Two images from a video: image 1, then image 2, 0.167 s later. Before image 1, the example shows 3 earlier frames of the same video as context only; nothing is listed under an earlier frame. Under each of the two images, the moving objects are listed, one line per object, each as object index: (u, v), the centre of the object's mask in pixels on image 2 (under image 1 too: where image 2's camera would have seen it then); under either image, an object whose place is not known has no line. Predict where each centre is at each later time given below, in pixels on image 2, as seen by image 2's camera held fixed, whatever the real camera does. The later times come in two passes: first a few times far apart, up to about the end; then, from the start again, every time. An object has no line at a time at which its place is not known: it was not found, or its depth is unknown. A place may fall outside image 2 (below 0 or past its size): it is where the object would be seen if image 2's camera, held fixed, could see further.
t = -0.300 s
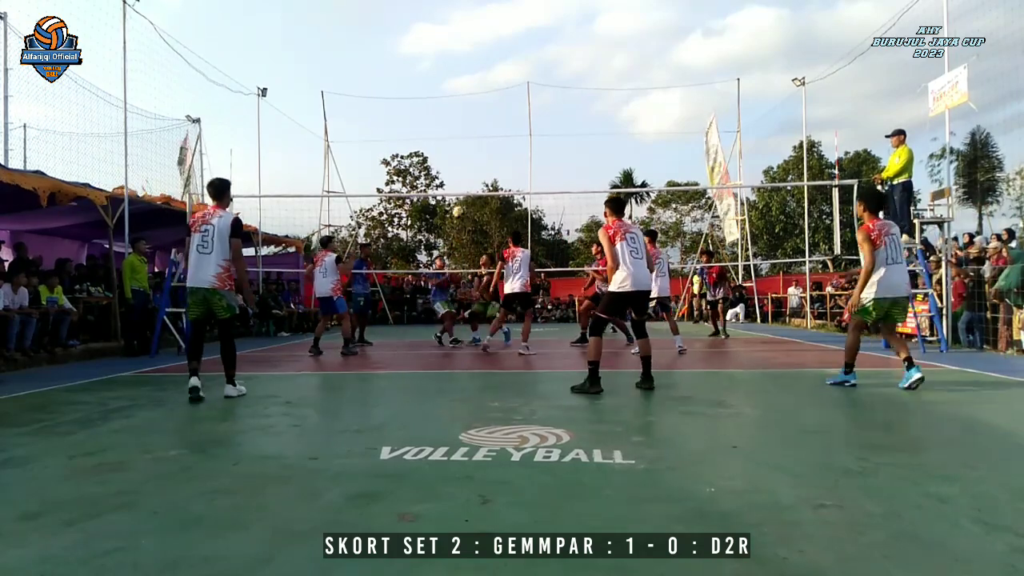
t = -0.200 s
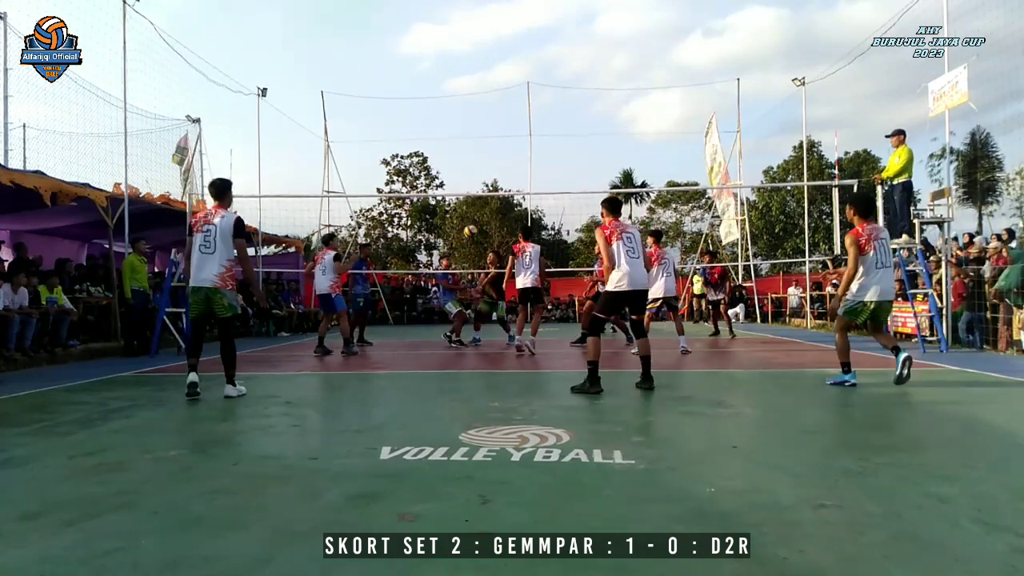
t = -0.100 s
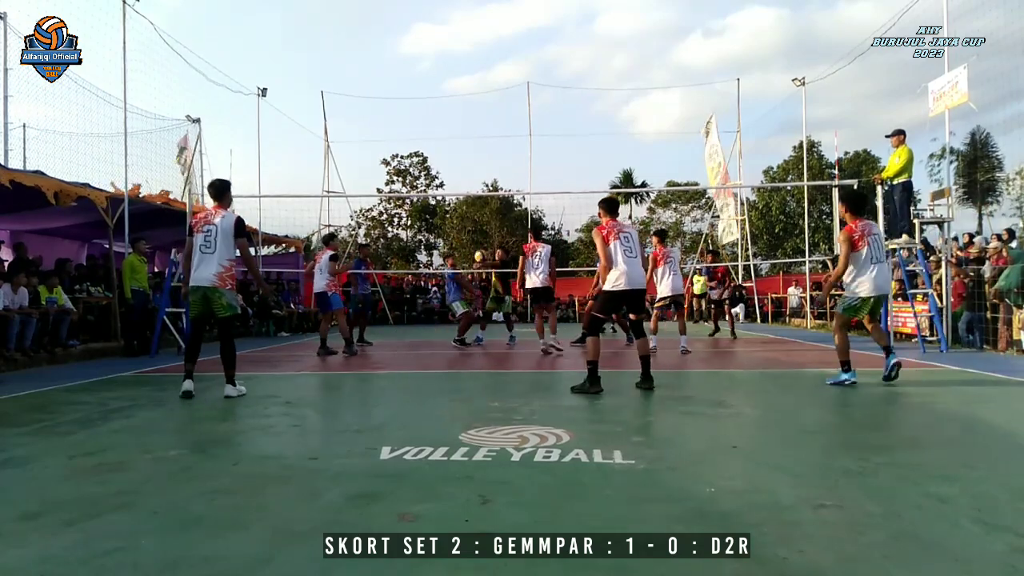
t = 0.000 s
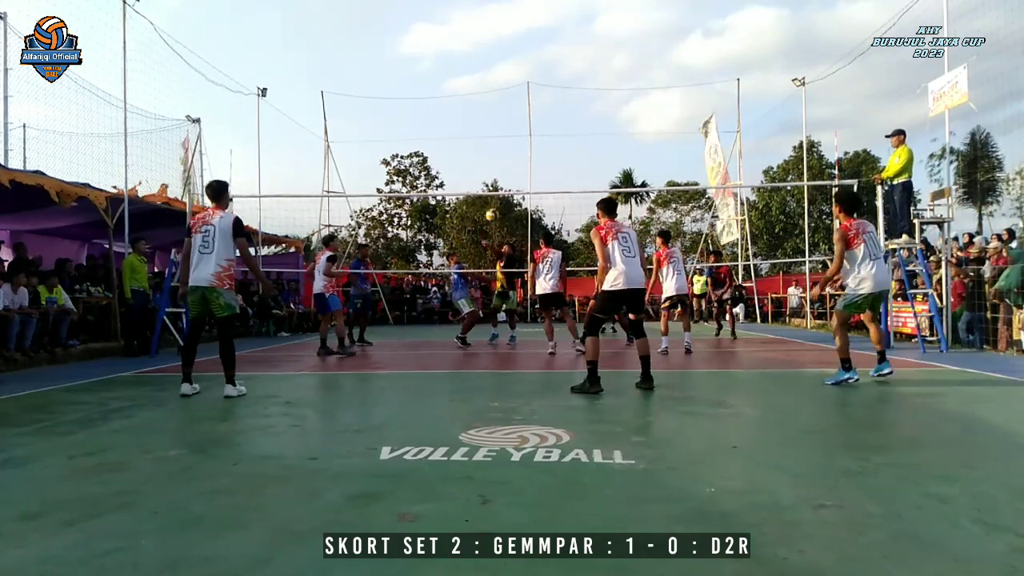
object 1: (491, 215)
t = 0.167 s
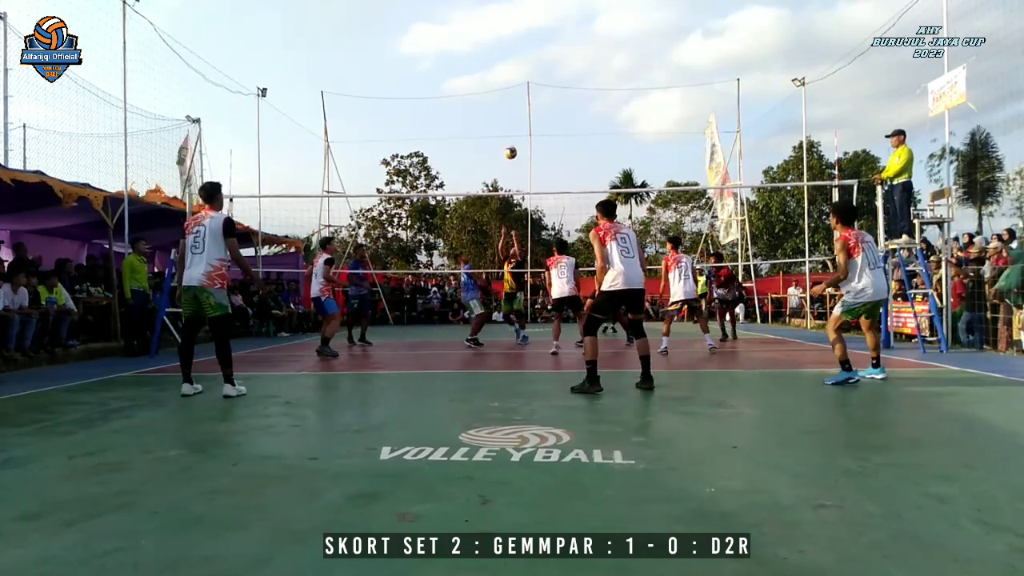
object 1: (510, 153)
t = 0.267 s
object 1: (521, 123)
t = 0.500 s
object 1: (545, 81)
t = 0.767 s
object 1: (571, 72)
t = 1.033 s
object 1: (596, 106)
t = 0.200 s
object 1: (514, 142)
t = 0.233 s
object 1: (517, 132)
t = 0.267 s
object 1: (521, 123)
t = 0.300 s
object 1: (524, 115)
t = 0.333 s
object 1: (528, 108)
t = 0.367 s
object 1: (531, 102)
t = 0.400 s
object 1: (535, 95)
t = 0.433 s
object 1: (539, 90)
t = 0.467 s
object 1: (542, 85)
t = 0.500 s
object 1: (545, 81)
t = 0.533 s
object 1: (549, 77)
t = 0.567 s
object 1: (552, 74)
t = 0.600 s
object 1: (555, 72)
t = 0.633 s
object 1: (559, 71)
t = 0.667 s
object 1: (562, 70)
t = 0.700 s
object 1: (565, 70)
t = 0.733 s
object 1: (568, 71)
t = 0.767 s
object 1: (571, 72)
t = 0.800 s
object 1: (575, 74)
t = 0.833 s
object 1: (578, 76)
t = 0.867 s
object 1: (581, 80)
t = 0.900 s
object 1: (584, 83)
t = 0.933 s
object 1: (587, 88)
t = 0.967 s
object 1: (590, 93)
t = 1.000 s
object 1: (593, 99)
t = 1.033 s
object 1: (596, 106)
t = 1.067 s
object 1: (599, 112)
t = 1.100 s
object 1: (602, 120)
